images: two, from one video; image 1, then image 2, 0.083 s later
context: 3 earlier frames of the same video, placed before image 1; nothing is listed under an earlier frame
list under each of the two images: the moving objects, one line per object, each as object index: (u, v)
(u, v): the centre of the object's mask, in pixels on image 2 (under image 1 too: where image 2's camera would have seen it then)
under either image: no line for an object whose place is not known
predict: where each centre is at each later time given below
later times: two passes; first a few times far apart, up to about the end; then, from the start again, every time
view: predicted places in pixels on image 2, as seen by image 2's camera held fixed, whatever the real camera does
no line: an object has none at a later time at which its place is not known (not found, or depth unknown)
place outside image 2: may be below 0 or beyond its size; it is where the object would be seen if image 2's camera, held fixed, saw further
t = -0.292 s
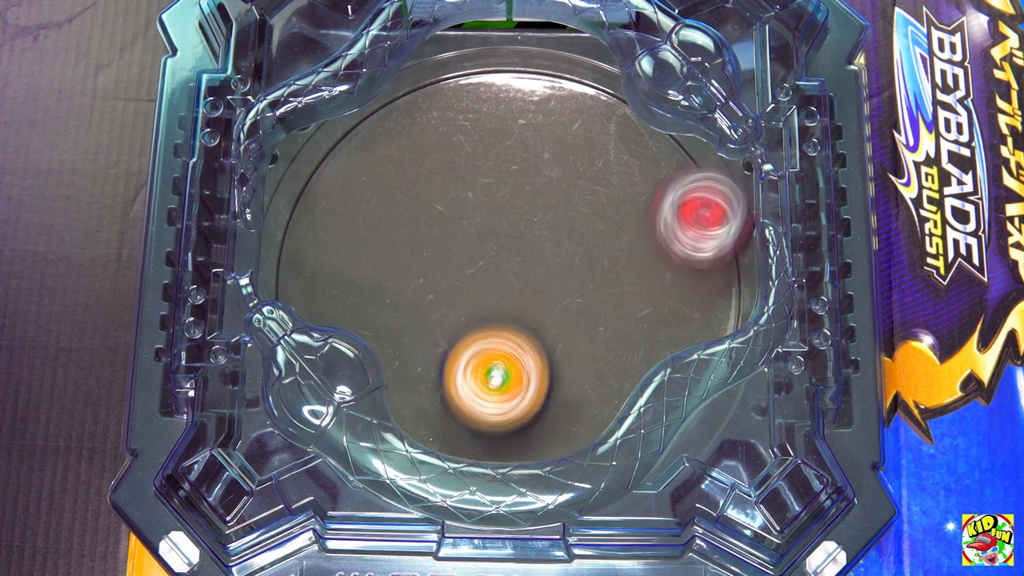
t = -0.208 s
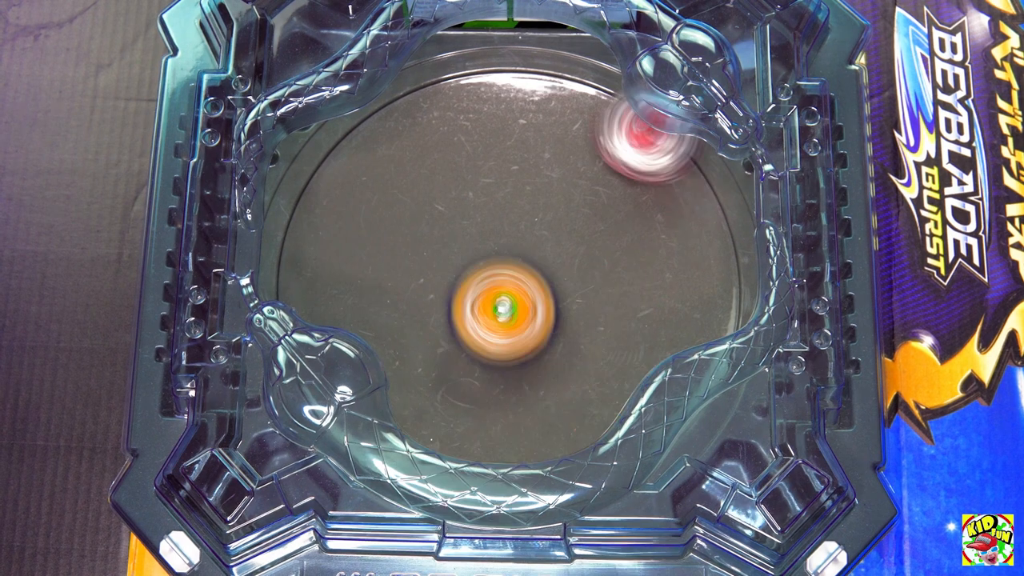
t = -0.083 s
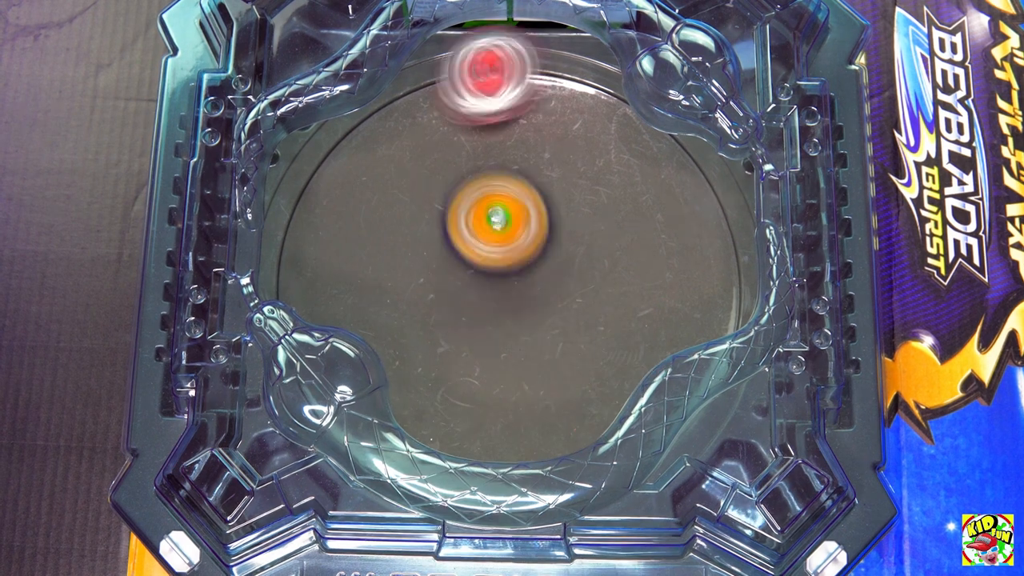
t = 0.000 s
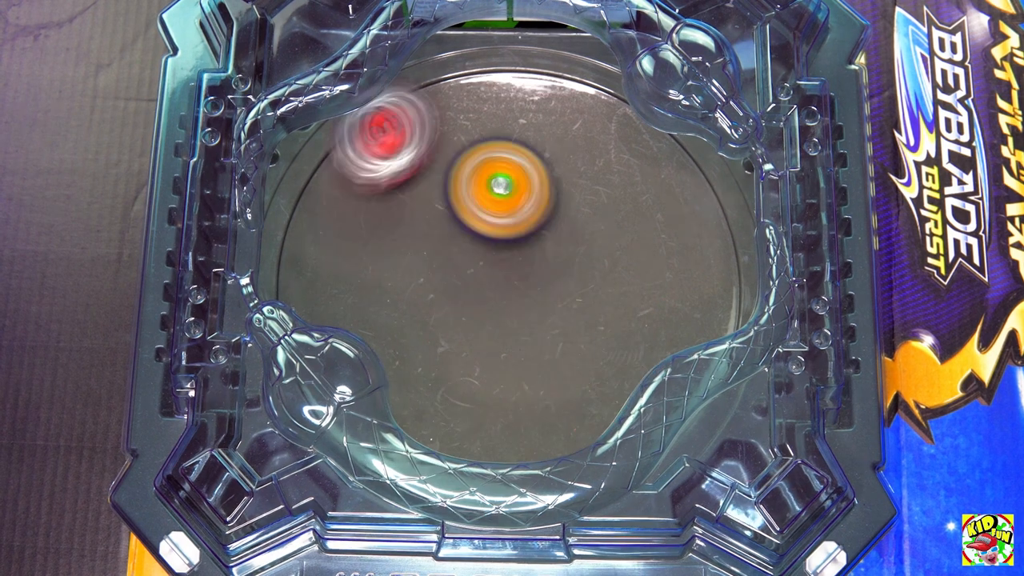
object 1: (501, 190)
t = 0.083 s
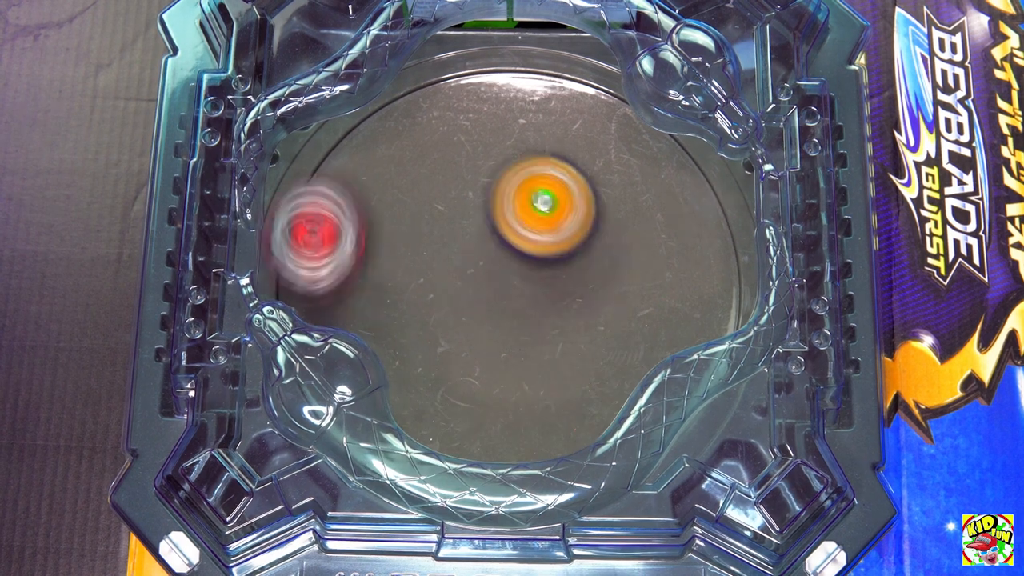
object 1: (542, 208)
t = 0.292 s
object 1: (577, 312)
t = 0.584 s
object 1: (453, 326)
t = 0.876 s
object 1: (490, 196)
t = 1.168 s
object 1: (599, 265)
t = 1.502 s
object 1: (473, 295)
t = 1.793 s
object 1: (520, 183)
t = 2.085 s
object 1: (585, 299)
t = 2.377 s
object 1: (432, 295)
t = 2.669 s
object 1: (465, 172)
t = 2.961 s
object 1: (509, 244)
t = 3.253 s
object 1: (449, 222)
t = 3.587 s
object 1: (504, 270)
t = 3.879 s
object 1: (454, 296)
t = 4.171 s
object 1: (481, 283)
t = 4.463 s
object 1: (533, 305)
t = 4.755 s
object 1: (502, 274)
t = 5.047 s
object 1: (537, 283)
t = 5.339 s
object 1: (518, 250)
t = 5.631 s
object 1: (479, 273)
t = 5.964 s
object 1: (505, 220)
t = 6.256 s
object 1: (473, 250)
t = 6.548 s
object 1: (512, 299)
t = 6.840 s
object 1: (471, 240)
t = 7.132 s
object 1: (474, 289)
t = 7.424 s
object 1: (560, 289)
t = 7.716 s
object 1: (472, 261)
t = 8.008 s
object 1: (493, 296)
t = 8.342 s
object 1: (555, 241)
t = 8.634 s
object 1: (457, 249)
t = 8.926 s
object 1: (511, 303)
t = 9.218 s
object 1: (544, 234)
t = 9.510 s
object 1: (467, 255)
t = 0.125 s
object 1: (561, 224)
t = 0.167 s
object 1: (574, 245)
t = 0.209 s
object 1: (581, 269)
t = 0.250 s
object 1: (582, 291)
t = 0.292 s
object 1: (577, 312)
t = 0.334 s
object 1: (567, 329)
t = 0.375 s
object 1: (552, 342)
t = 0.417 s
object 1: (534, 348)
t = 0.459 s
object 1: (512, 348)
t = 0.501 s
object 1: (490, 345)
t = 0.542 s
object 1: (469, 337)
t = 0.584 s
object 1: (453, 326)
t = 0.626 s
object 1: (441, 309)
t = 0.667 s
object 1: (434, 289)
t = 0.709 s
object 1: (433, 268)
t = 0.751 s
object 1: (439, 245)
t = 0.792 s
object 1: (451, 225)
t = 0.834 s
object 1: (469, 208)
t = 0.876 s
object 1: (490, 196)
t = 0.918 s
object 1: (514, 191)
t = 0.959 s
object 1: (538, 190)
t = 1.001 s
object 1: (558, 196)
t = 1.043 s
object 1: (575, 207)
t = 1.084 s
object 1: (589, 224)
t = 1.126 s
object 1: (597, 244)
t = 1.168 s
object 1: (599, 265)
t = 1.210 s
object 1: (594, 284)
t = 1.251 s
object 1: (583, 300)
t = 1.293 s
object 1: (568, 312)
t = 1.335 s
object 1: (548, 322)
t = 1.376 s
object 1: (526, 327)
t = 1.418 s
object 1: (506, 323)
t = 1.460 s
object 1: (487, 312)
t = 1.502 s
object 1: (473, 295)
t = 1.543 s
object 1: (465, 275)
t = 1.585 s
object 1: (463, 253)
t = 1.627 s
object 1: (466, 232)
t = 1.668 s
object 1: (475, 211)
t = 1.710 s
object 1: (487, 196)
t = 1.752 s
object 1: (502, 187)
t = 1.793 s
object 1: (520, 183)
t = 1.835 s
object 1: (536, 187)
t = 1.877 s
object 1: (554, 195)
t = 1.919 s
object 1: (572, 209)
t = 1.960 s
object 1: (588, 228)
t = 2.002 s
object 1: (596, 251)
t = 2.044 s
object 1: (595, 275)
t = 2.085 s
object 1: (585, 299)
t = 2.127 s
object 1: (567, 317)
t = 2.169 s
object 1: (545, 330)
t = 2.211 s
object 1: (520, 335)
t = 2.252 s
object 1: (494, 334)
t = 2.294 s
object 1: (469, 326)
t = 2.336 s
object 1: (448, 312)
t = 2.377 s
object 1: (432, 295)
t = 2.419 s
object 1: (420, 274)
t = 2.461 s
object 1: (415, 251)
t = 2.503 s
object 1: (415, 228)
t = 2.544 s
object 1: (420, 208)
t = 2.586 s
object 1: (430, 191)
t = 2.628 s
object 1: (445, 179)
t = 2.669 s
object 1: (465, 172)
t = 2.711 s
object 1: (488, 172)
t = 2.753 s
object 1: (514, 178)
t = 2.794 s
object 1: (537, 192)
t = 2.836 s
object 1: (555, 210)
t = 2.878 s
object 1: (563, 227)
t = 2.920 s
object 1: (537, 236)
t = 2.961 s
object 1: (509, 244)
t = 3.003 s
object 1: (485, 249)
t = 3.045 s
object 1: (469, 252)
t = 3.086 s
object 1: (458, 252)
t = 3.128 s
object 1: (451, 249)
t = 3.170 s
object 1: (446, 241)
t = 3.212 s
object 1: (445, 230)
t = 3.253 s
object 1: (449, 222)
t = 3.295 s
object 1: (461, 226)
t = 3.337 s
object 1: (473, 230)
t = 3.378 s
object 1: (484, 231)
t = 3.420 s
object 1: (491, 233)
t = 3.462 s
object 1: (497, 238)
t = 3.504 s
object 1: (501, 247)
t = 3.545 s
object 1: (504, 258)
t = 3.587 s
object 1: (504, 270)
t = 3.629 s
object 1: (502, 284)
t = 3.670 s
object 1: (497, 296)
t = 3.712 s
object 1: (487, 306)
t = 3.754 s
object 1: (475, 312)
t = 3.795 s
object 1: (464, 312)
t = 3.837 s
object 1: (456, 305)
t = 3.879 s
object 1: (454, 296)
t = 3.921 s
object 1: (456, 288)
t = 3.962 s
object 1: (460, 281)
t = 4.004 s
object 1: (465, 277)
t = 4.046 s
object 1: (469, 275)
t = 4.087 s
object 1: (473, 275)
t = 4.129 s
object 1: (476, 278)
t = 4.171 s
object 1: (481, 283)
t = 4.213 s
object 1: (485, 290)
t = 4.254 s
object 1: (491, 299)
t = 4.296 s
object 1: (498, 306)
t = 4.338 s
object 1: (505, 311)
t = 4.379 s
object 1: (513, 314)
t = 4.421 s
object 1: (524, 311)
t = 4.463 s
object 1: (533, 305)
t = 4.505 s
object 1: (539, 294)
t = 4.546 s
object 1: (539, 282)
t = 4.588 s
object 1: (536, 275)
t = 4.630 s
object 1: (531, 271)
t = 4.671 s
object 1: (521, 269)
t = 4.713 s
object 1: (511, 270)
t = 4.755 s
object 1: (502, 274)
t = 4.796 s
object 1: (498, 275)
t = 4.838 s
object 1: (499, 275)
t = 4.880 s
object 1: (504, 276)
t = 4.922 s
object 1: (509, 279)
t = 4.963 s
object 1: (517, 281)
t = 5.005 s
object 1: (527, 283)
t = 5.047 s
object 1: (537, 283)
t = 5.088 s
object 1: (547, 278)
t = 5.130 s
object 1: (550, 272)
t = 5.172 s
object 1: (549, 269)
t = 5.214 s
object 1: (543, 265)
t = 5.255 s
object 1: (536, 259)
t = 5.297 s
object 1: (528, 254)
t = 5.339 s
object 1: (518, 250)
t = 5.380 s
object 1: (507, 247)
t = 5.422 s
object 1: (496, 247)
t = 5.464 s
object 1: (485, 250)
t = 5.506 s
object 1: (477, 256)
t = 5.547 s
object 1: (473, 262)
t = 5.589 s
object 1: (475, 270)
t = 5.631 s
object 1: (479, 273)
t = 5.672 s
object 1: (483, 273)
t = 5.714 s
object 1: (488, 269)
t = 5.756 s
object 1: (493, 261)
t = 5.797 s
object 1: (497, 251)
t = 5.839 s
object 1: (501, 243)
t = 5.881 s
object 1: (504, 234)
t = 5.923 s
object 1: (505, 226)
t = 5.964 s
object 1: (505, 220)
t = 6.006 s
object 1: (504, 217)
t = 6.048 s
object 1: (501, 215)
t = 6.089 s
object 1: (496, 216)
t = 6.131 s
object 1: (490, 221)
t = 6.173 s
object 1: (484, 229)
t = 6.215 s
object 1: (478, 238)
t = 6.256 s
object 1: (473, 250)
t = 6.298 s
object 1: (469, 263)
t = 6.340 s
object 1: (470, 277)
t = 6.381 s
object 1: (475, 289)
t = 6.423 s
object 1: (485, 298)
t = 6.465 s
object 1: (498, 302)
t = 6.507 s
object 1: (507, 303)
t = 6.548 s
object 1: (512, 299)
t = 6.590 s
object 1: (513, 295)
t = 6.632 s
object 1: (510, 288)
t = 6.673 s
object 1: (504, 279)
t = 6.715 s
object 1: (495, 267)
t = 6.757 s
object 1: (487, 256)
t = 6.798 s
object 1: (478, 246)
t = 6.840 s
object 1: (471, 240)
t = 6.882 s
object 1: (465, 237)
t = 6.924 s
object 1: (460, 239)
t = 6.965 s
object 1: (456, 245)
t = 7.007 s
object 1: (456, 254)
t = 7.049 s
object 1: (458, 265)
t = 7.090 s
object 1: (464, 277)
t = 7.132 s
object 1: (474, 289)
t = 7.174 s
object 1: (488, 299)
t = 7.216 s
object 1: (503, 307)
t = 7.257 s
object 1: (520, 311)
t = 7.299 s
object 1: (537, 311)
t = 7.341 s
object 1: (549, 307)
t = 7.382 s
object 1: (557, 298)
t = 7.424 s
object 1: (560, 289)
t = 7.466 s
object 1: (557, 282)
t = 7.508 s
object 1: (551, 275)
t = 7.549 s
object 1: (539, 271)
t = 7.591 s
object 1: (522, 266)
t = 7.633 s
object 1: (505, 263)
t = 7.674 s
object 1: (486, 262)
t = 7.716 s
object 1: (472, 261)
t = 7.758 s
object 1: (461, 263)
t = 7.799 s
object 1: (454, 267)
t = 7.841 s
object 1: (453, 273)
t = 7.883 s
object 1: (457, 281)
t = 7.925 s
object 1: (466, 288)
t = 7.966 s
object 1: (478, 293)
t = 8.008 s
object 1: (493, 296)
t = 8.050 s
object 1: (511, 295)
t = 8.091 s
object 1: (527, 291)
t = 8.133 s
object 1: (543, 283)
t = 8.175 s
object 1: (554, 275)
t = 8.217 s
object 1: (560, 264)
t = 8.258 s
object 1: (563, 256)
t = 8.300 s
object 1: (560, 247)
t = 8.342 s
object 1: (555, 241)
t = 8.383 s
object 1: (545, 234)
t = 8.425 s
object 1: (534, 230)
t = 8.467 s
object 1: (517, 227)
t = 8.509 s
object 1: (501, 227)
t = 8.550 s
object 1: (483, 229)
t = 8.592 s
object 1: (469, 237)
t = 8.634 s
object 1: (457, 249)
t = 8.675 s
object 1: (451, 264)
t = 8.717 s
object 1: (450, 277)
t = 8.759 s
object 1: (454, 289)
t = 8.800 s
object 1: (464, 299)
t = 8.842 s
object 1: (478, 304)
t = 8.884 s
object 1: (494, 306)
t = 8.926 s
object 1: (511, 303)
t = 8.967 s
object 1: (527, 298)
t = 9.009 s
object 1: (541, 288)
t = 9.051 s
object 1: (550, 276)
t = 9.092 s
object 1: (555, 264)
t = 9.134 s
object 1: (554, 253)
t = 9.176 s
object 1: (551, 243)
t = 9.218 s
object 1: (544, 234)
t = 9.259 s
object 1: (535, 230)
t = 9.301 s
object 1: (526, 227)
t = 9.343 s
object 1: (513, 227)
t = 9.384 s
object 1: (501, 230)
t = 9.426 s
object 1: (487, 235)
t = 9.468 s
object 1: (475, 245)
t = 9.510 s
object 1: (467, 255)
